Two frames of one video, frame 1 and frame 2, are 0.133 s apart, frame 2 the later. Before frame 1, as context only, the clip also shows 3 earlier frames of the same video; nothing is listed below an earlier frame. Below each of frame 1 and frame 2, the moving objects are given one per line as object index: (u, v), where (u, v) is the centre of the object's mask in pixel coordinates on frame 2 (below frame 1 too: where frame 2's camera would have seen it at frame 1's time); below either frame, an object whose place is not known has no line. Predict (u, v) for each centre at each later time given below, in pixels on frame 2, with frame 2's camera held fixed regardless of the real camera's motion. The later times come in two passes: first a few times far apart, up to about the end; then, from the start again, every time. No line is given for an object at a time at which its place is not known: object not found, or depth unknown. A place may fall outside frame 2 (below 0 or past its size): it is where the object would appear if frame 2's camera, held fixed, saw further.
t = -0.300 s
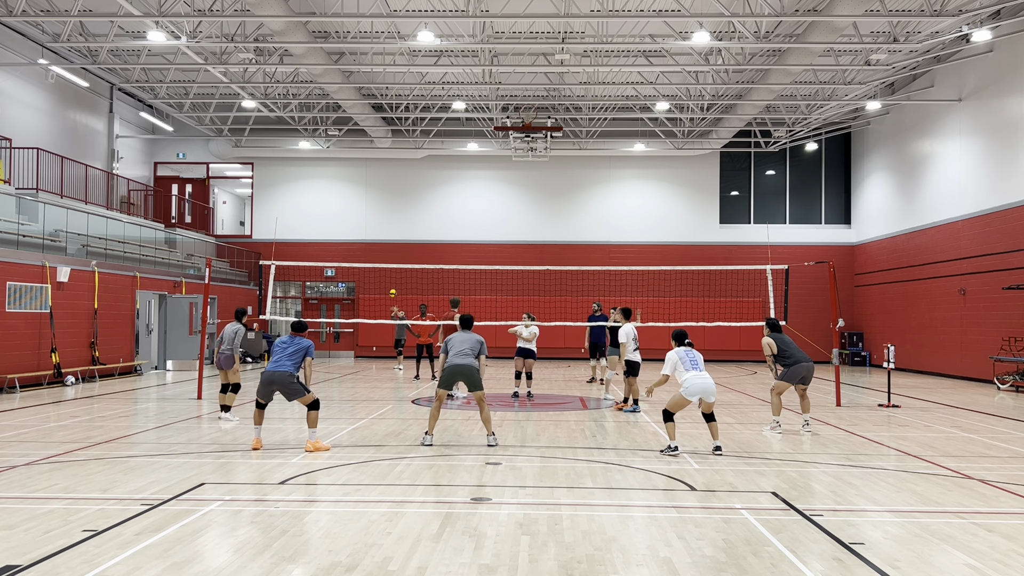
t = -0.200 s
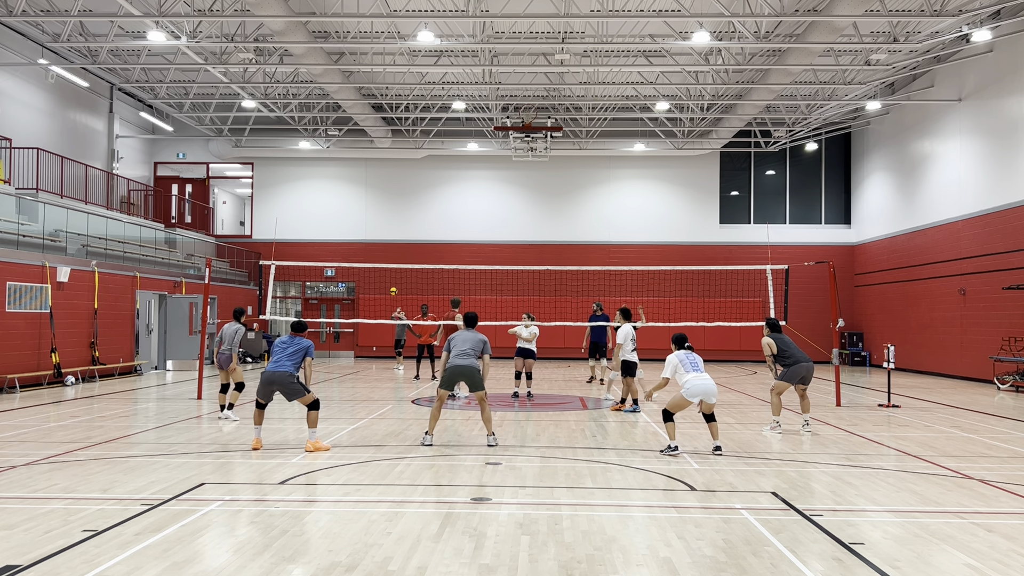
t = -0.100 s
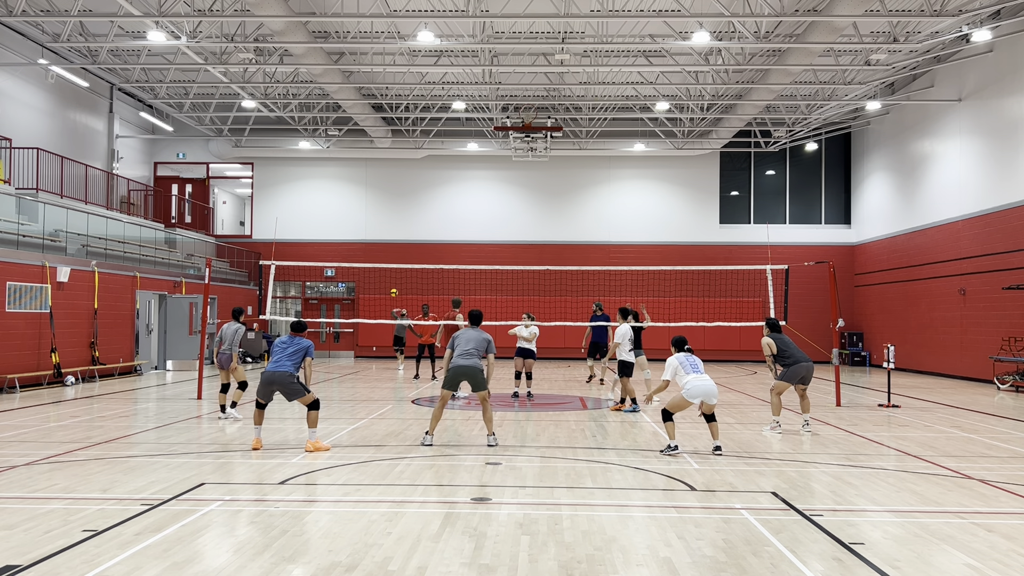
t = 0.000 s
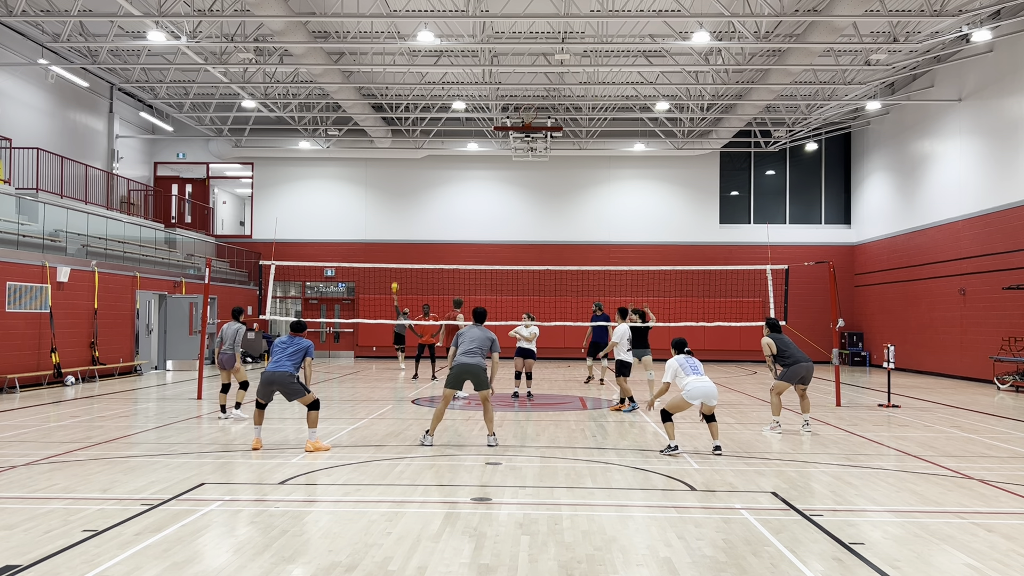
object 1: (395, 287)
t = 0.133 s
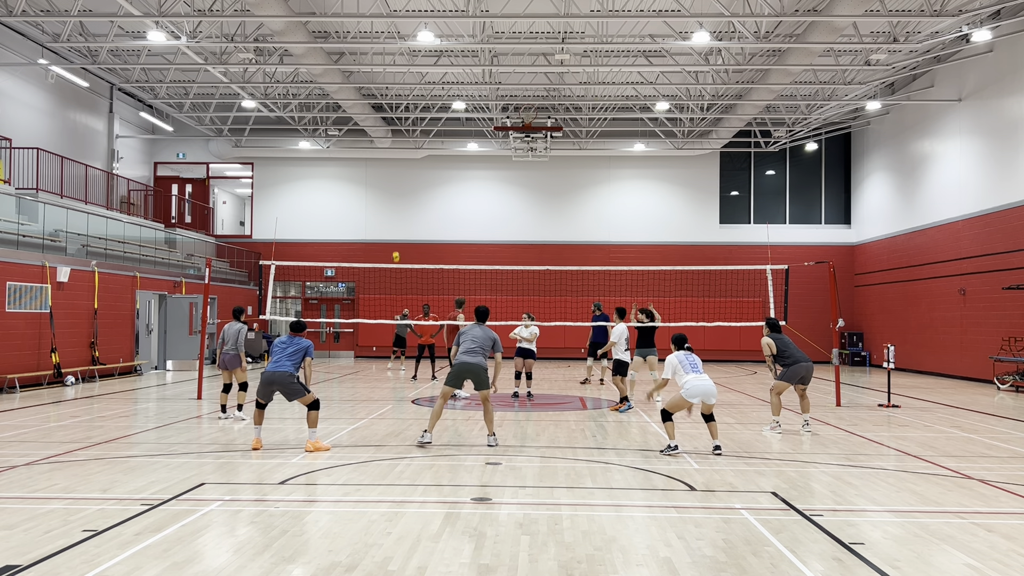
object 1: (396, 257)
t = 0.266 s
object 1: (396, 230)
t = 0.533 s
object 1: (402, 195)
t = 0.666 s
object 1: (405, 185)
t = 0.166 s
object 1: (396, 250)
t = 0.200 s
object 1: (396, 243)
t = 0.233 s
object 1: (396, 237)
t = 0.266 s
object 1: (396, 230)
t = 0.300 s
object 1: (397, 224)
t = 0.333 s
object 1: (397, 218)
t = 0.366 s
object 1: (398, 214)
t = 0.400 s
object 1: (399, 210)
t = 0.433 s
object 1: (399, 206)
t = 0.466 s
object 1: (400, 202)
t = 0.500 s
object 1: (401, 198)
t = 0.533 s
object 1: (402, 195)
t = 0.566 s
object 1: (403, 192)
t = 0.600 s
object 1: (404, 189)
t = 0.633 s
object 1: (404, 187)
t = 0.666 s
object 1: (405, 185)
